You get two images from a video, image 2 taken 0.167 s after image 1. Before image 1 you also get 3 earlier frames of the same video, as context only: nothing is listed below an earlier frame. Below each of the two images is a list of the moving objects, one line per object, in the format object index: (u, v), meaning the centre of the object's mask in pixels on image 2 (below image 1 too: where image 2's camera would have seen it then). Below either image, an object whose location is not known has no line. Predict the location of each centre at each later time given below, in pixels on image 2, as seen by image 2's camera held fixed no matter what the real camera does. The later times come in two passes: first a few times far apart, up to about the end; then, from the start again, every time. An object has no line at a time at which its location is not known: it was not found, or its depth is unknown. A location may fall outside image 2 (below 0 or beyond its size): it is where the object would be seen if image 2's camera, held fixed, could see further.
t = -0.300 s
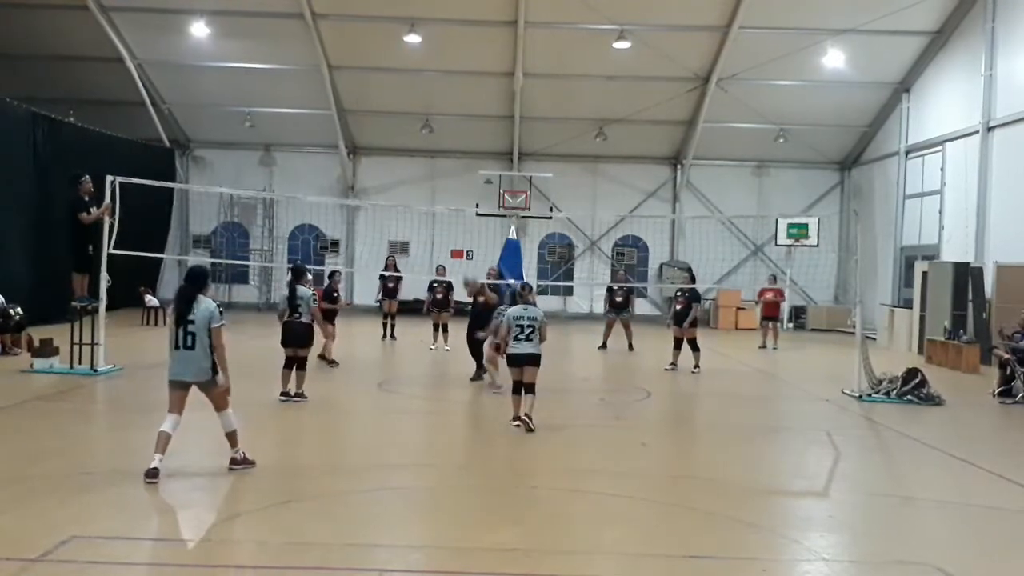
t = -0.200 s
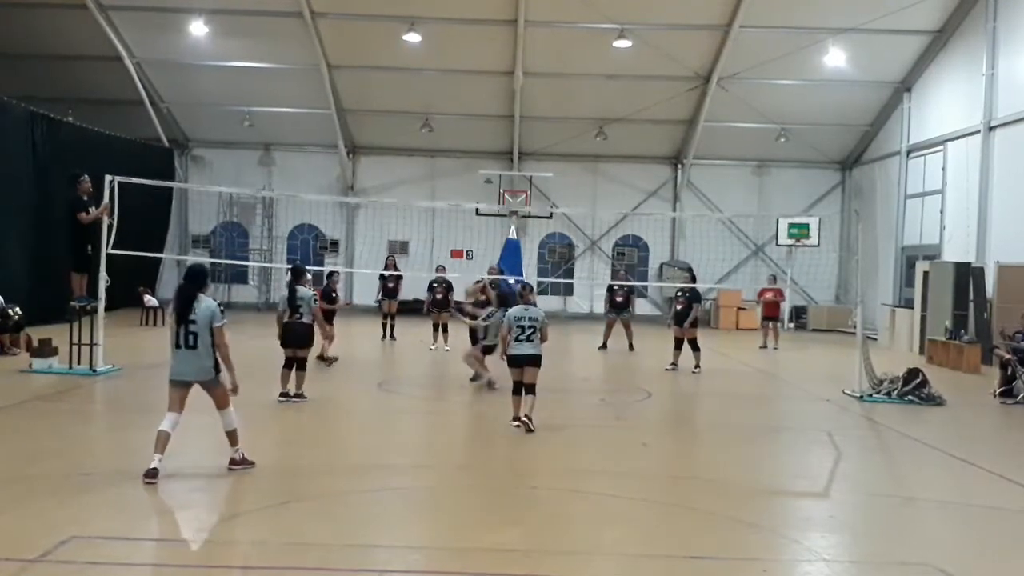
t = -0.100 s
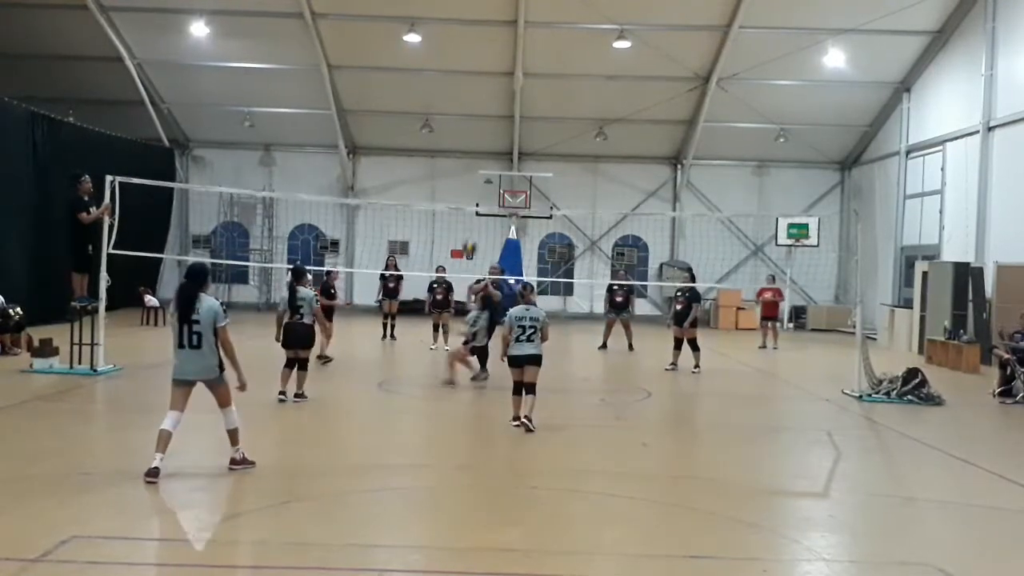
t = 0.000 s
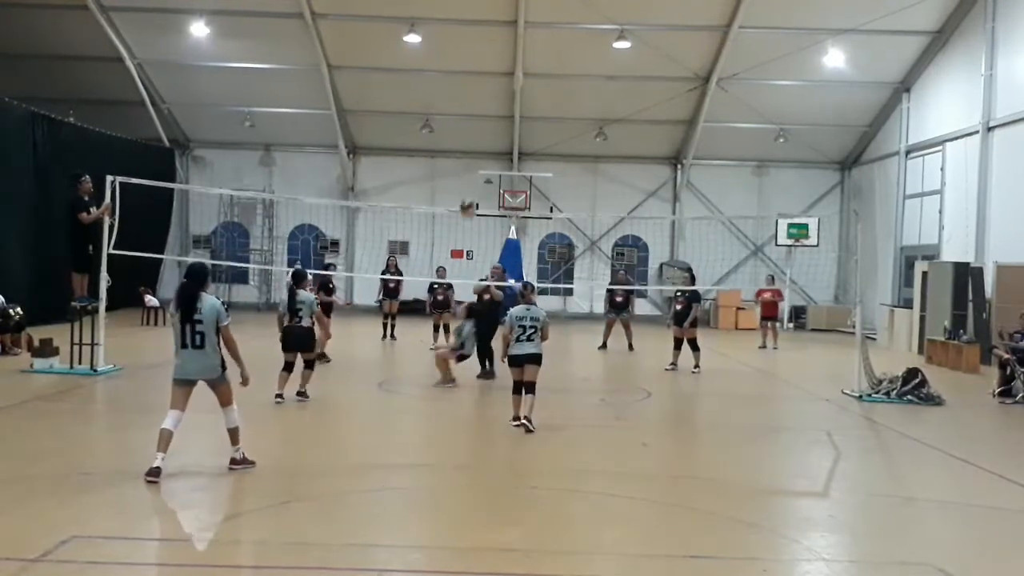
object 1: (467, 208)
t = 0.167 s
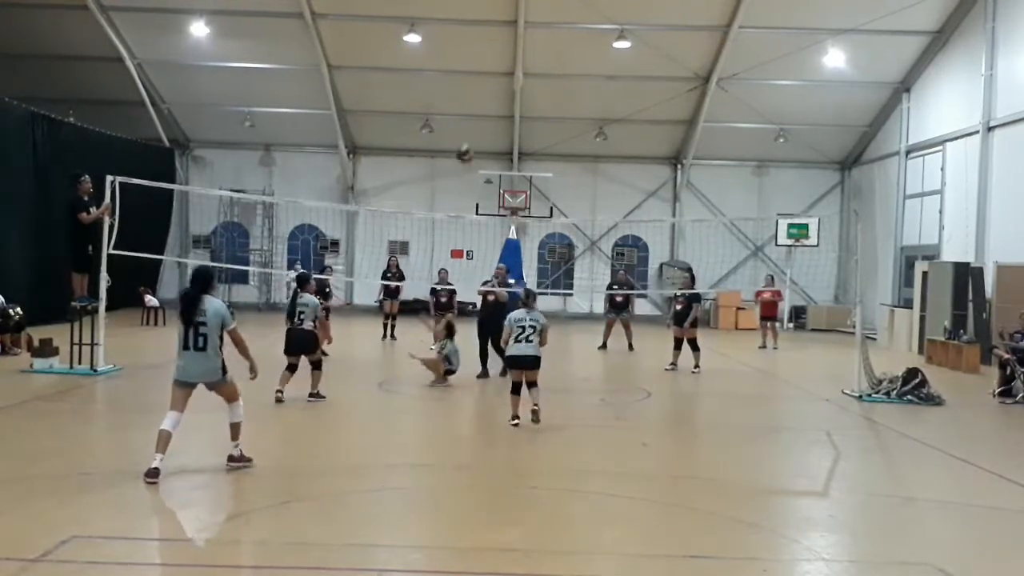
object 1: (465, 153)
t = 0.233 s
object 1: (463, 138)
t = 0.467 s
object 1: (458, 111)
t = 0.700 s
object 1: (453, 133)
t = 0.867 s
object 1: (447, 185)
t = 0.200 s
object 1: (463, 144)
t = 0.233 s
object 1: (463, 138)
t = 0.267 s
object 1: (463, 131)
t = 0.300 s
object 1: (461, 126)
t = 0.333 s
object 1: (461, 121)
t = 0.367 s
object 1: (460, 117)
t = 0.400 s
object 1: (459, 114)
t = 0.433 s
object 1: (459, 112)
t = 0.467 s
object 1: (458, 111)
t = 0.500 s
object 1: (458, 111)
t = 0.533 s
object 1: (457, 112)
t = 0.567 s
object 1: (456, 113)
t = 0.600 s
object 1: (455, 117)
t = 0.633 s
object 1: (454, 120)
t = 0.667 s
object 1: (453, 126)
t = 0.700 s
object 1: (453, 133)
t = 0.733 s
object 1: (452, 141)
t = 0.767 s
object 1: (451, 149)
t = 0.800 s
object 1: (450, 159)
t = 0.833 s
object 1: (448, 171)
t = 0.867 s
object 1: (447, 185)
